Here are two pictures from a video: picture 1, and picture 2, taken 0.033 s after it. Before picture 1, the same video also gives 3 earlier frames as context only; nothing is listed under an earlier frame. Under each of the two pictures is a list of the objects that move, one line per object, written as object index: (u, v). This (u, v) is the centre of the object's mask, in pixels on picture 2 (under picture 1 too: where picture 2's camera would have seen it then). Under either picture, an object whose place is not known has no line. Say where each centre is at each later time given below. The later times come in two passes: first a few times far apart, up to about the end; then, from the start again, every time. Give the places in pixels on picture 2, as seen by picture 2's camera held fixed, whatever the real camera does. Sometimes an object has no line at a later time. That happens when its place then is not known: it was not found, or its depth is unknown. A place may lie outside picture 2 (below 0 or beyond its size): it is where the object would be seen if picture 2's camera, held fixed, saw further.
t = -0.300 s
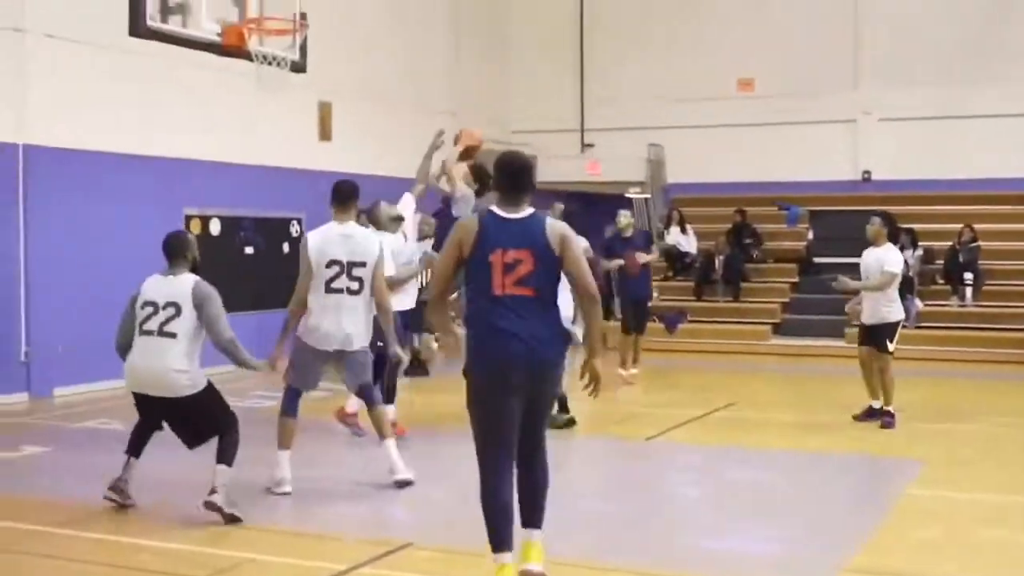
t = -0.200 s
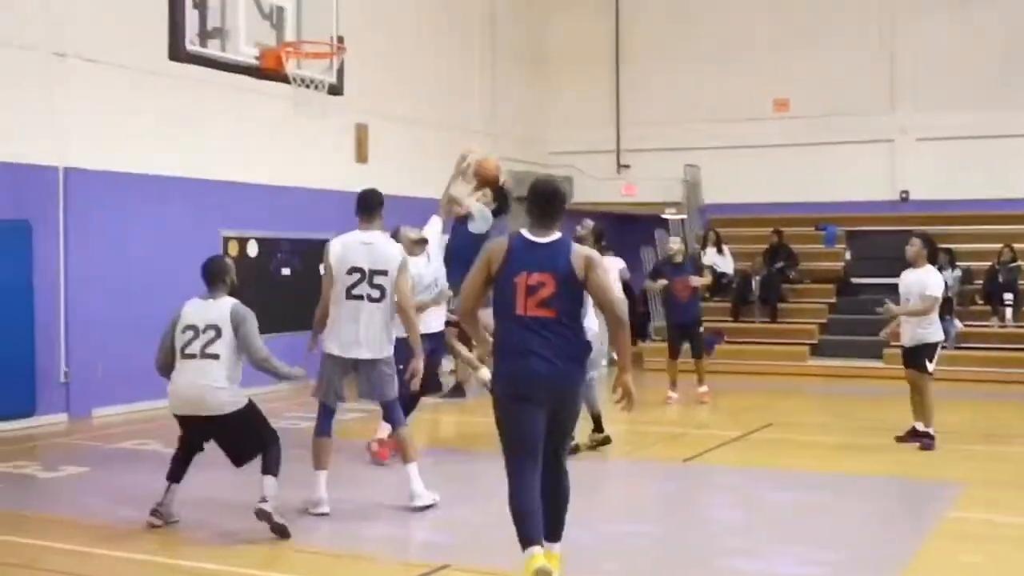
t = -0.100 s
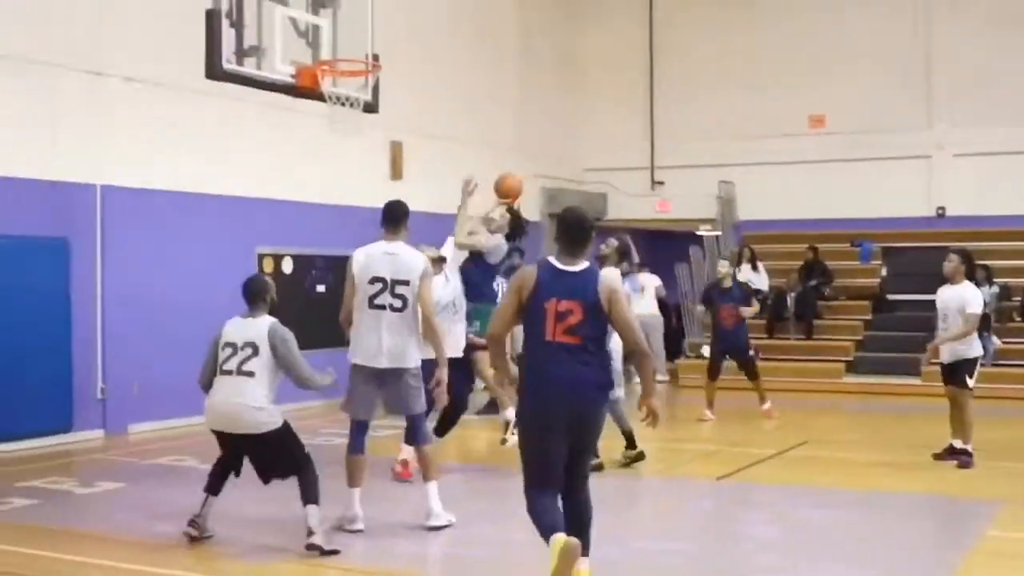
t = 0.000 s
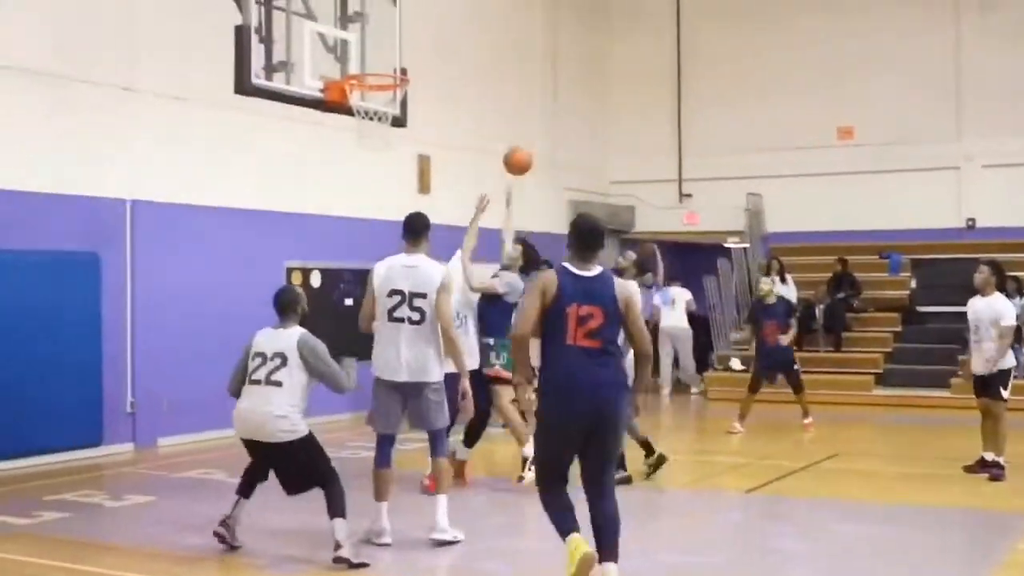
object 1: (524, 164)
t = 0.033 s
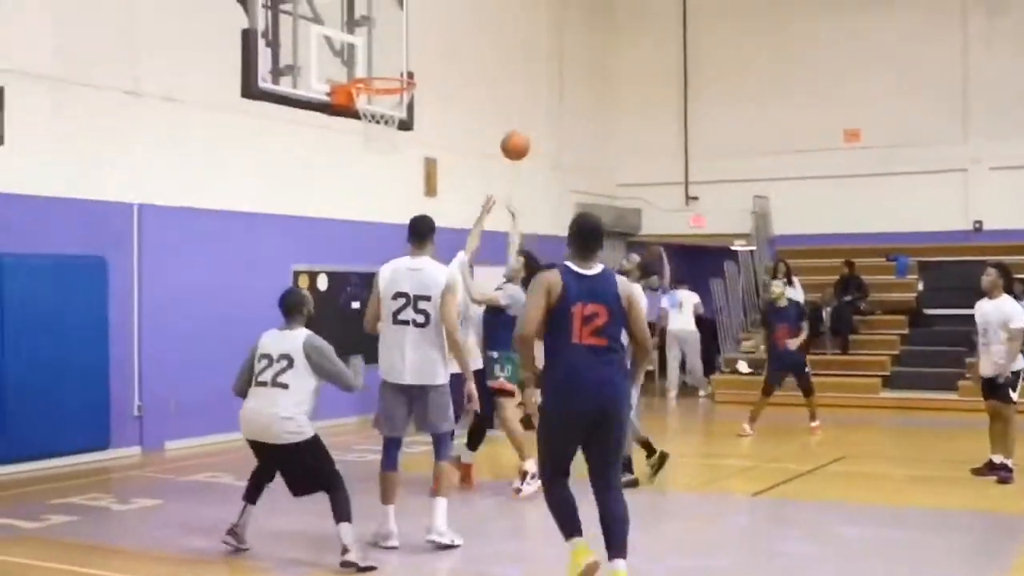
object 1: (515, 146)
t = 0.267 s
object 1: (448, 51)
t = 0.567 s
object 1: (369, 23)
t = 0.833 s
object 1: (397, 70)
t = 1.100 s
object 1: (366, 59)
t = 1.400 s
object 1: (360, 65)
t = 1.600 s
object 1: (380, 95)
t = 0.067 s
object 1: (505, 128)
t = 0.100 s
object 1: (496, 112)
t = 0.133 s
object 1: (487, 97)
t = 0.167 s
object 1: (477, 84)
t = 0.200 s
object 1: (467, 72)
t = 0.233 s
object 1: (458, 60)
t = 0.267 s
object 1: (448, 51)
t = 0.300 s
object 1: (438, 42)
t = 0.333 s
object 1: (427, 35)
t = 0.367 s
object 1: (418, 29)
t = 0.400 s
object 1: (407, 25)
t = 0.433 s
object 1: (396, 22)
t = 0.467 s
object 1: (385, 20)
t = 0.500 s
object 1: (375, 20)
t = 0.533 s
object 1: (370, 21)
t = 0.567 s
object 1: (369, 23)
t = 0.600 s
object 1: (369, 28)
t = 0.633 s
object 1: (367, 33)
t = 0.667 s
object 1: (367, 40)
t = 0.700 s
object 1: (366, 50)
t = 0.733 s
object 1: (365, 60)
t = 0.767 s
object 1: (365, 67)
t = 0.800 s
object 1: (380, 68)
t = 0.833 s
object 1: (397, 70)
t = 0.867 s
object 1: (397, 70)
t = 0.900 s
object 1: (393, 69)
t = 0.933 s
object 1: (388, 68)
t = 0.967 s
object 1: (385, 65)
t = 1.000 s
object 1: (379, 62)
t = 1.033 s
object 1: (374, 61)
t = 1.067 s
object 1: (369, 59)
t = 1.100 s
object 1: (366, 59)
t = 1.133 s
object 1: (360, 60)
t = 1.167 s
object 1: (355, 63)
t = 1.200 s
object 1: (351, 65)
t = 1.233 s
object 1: (351, 65)
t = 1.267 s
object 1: (353, 65)
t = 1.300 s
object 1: (354, 64)
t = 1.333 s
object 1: (356, 64)
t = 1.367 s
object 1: (357, 64)
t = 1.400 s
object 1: (360, 65)
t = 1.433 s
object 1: (365, 69)
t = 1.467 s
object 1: (368, 70)
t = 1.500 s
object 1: (372, 75)
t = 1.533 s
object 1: (374, 82)
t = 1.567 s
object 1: (378, 89)
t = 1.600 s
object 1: (380, 95)
